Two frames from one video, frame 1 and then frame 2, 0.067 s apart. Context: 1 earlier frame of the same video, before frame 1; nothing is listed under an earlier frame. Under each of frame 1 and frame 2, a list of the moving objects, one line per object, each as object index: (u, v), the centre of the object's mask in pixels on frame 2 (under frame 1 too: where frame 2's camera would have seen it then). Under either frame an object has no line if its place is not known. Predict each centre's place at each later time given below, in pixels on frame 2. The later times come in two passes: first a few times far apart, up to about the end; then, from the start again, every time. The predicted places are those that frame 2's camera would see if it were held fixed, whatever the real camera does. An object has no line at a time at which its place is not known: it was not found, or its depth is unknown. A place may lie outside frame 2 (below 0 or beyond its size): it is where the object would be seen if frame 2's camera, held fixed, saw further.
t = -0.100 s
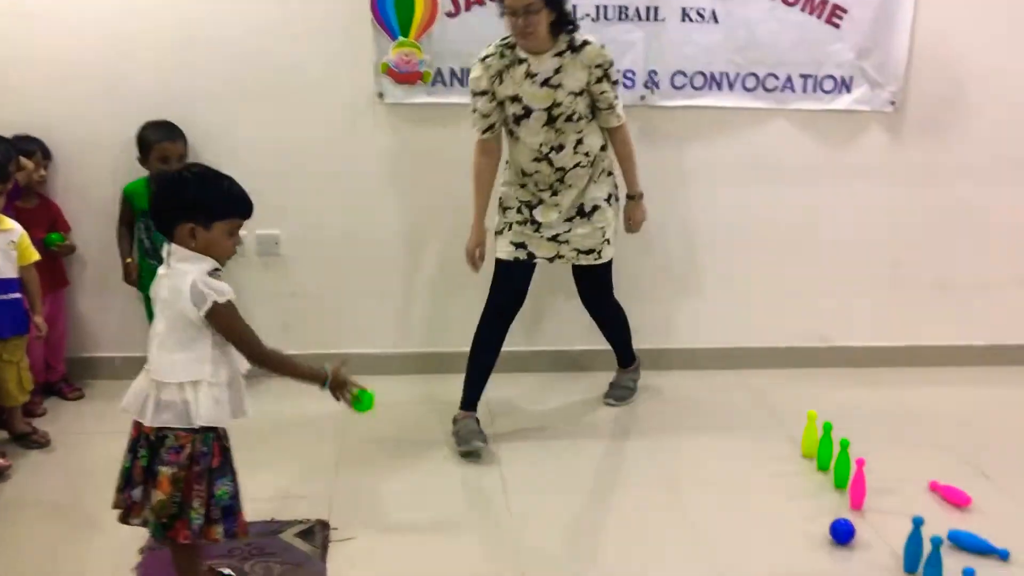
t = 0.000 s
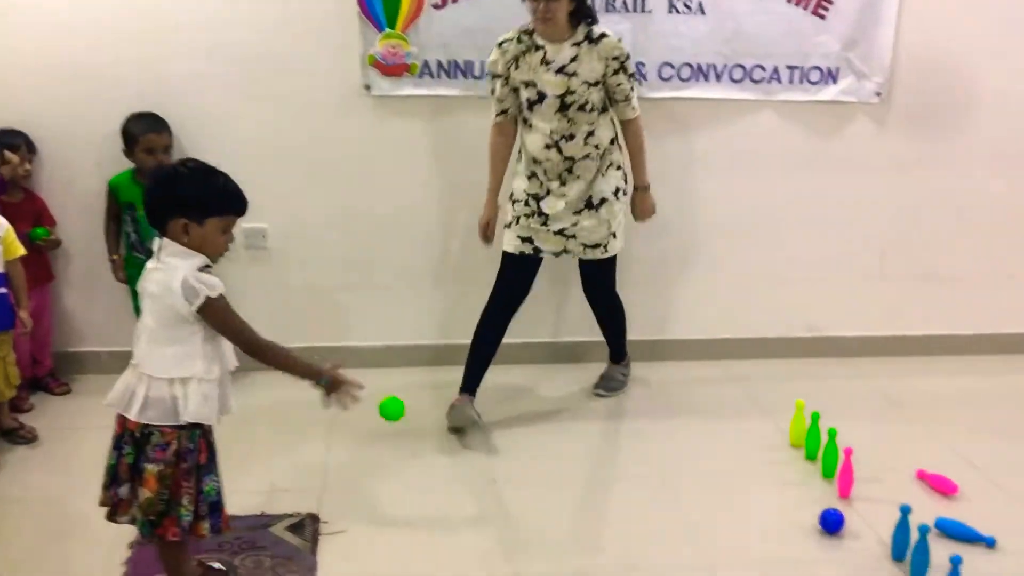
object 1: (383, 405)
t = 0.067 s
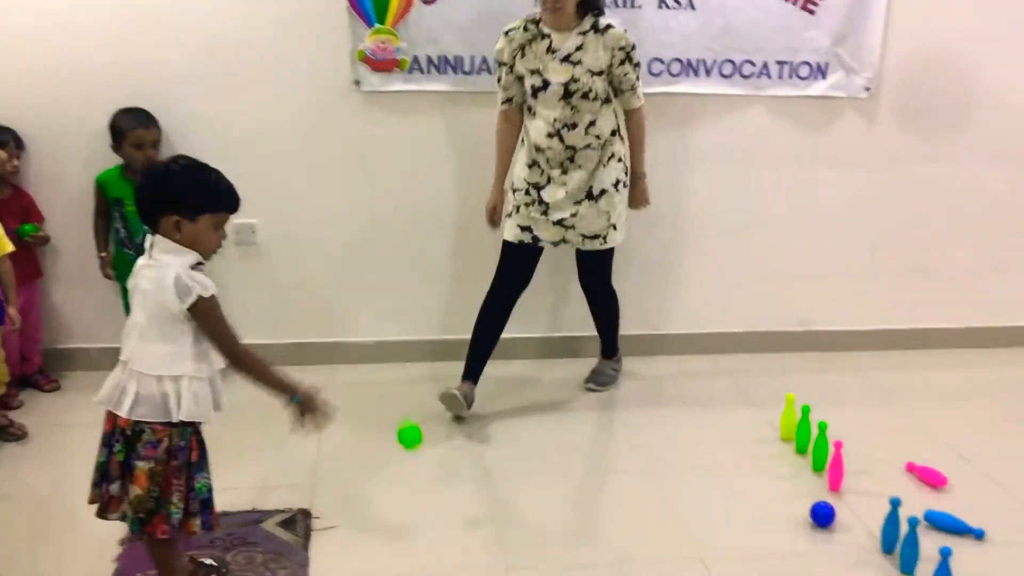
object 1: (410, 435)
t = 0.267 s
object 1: (474, 512)
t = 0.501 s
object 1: (523, 445)
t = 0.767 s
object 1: (569, 473)
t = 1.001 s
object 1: (607, 462)
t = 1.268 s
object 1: (650, 449)
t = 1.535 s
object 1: (694, 445)
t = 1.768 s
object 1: (731, 440)
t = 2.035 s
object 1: (770, 436)
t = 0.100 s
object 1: (422, 458)
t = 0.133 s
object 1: (434, 483)
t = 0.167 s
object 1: (446, 511)
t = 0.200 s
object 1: (458, 542)
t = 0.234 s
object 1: (467, 537)
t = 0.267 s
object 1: (474, 512)
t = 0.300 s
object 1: (482, 491)
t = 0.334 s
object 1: (489, 473)
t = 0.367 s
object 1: (496, 459)
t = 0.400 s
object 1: (503, 451)
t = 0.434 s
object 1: (509, 445)
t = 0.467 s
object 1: (517, 443)
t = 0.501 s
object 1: (523, 445)
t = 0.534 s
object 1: (529, 452)
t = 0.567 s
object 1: (535, 462)
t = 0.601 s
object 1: (541, 475)
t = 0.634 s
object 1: (546, 492)
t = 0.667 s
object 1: (551, 512)
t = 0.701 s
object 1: (557, 510)
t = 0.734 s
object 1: (563, 490)
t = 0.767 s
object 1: (569, 473)
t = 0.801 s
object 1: (575, 460)
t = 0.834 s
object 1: (581, 452)
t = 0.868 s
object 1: (587, 446)
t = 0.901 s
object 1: (592, 445)
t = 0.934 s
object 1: (597, 446)
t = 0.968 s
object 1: (602, 452)
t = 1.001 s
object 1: (607, 462)
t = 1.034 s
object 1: (611, 475)
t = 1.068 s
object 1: (615, 491)
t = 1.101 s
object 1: (620, 485)
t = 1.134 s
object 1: (627, 471)
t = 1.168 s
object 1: (633, 460)
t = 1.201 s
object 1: (640, 453)
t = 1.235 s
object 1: (645, 449)
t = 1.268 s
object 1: (650, 449)
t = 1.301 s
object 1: (656, 452)
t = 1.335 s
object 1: (660, 460)
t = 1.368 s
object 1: (665, 469)
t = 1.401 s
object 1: (669, 476)
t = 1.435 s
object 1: (676, 463)
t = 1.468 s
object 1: (683, 454)
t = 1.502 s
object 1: (689, 448)
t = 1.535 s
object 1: (694, 445)
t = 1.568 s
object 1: (699, 446)
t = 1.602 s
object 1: (705, 450)
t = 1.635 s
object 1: (709, 457)
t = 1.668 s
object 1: (714, 462)
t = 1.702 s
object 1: (720, 451)
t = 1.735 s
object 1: (726, 444)
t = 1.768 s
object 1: (731, 440)
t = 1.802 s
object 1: (736, 439)
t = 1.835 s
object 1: (741, 442)
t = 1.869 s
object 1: (746, 446)
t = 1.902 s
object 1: (750, 451)
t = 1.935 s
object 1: (756, 442)
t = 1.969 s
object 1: (761, 437)
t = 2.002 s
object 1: (767, 434)
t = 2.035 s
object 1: (770, 436)
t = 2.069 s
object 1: (775, 440)
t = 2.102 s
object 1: (779, 442)
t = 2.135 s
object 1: (784, 434)
